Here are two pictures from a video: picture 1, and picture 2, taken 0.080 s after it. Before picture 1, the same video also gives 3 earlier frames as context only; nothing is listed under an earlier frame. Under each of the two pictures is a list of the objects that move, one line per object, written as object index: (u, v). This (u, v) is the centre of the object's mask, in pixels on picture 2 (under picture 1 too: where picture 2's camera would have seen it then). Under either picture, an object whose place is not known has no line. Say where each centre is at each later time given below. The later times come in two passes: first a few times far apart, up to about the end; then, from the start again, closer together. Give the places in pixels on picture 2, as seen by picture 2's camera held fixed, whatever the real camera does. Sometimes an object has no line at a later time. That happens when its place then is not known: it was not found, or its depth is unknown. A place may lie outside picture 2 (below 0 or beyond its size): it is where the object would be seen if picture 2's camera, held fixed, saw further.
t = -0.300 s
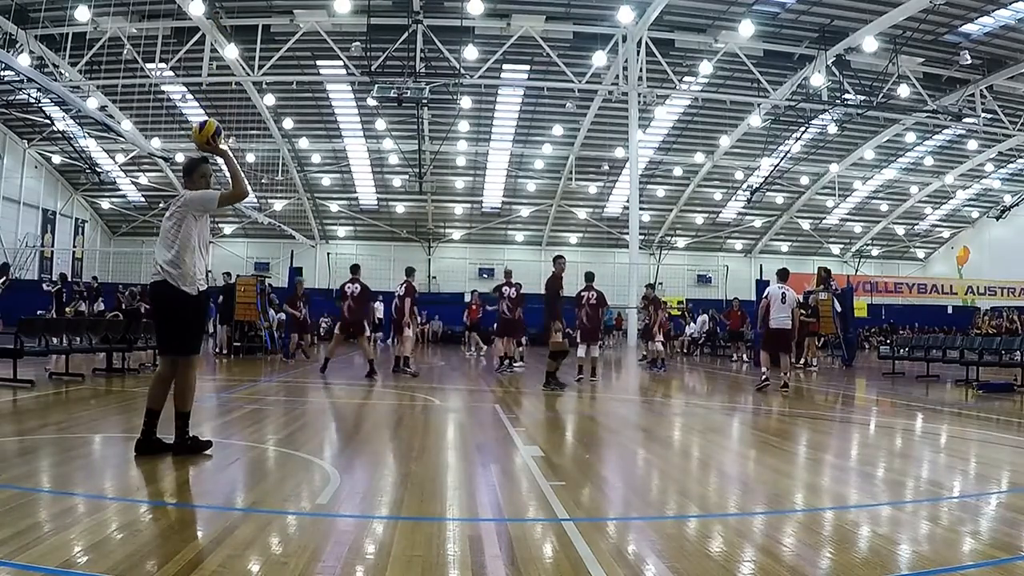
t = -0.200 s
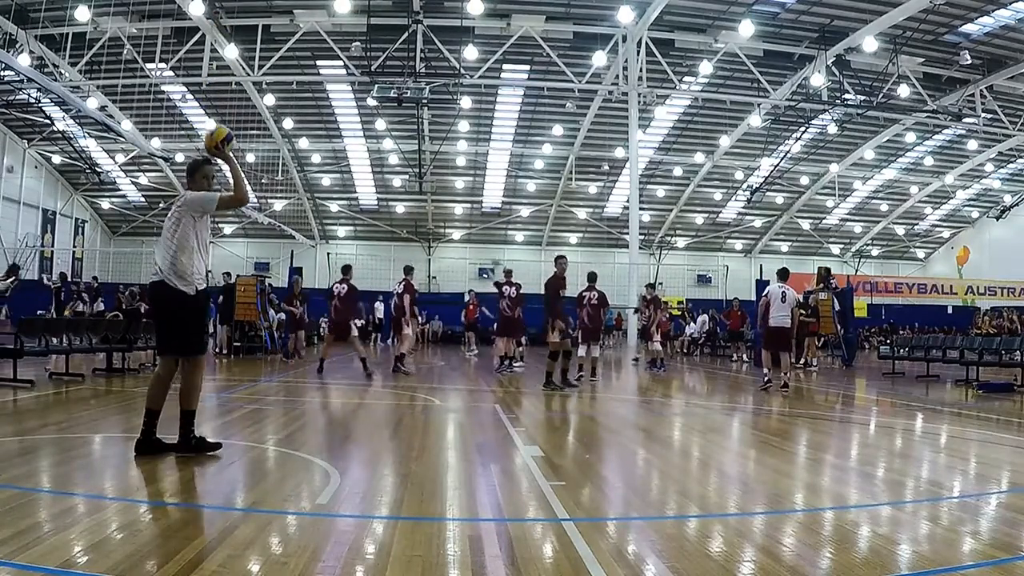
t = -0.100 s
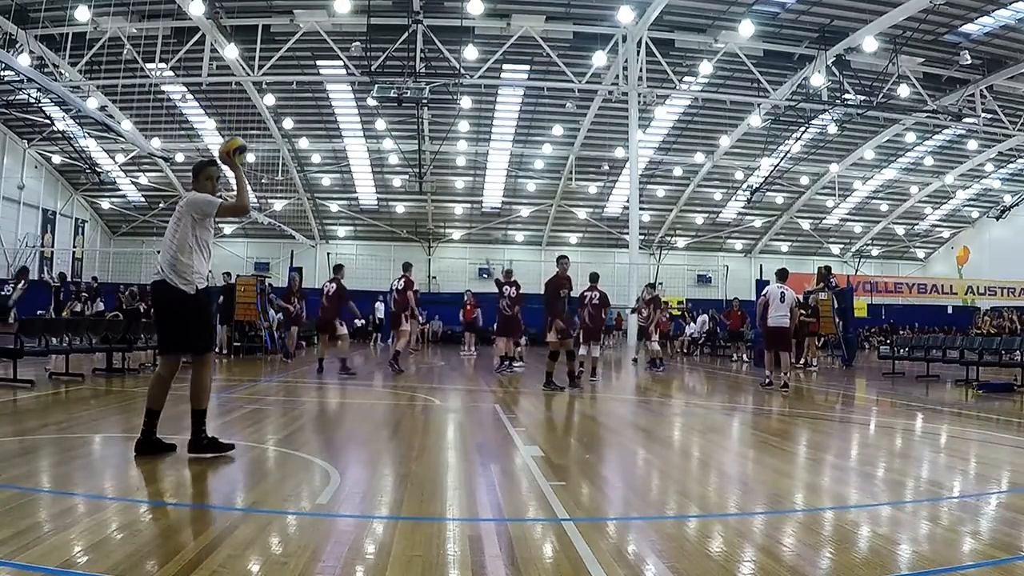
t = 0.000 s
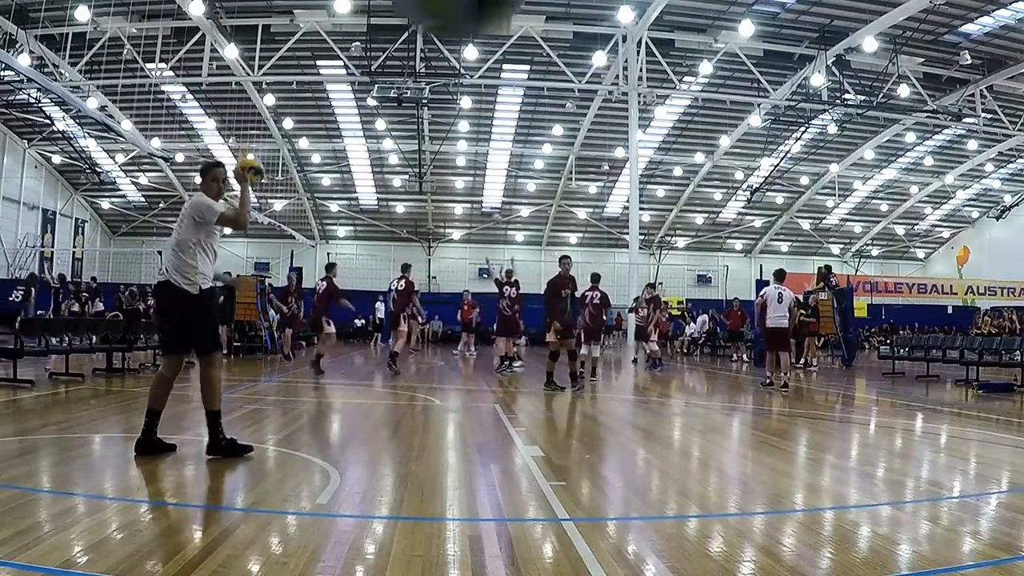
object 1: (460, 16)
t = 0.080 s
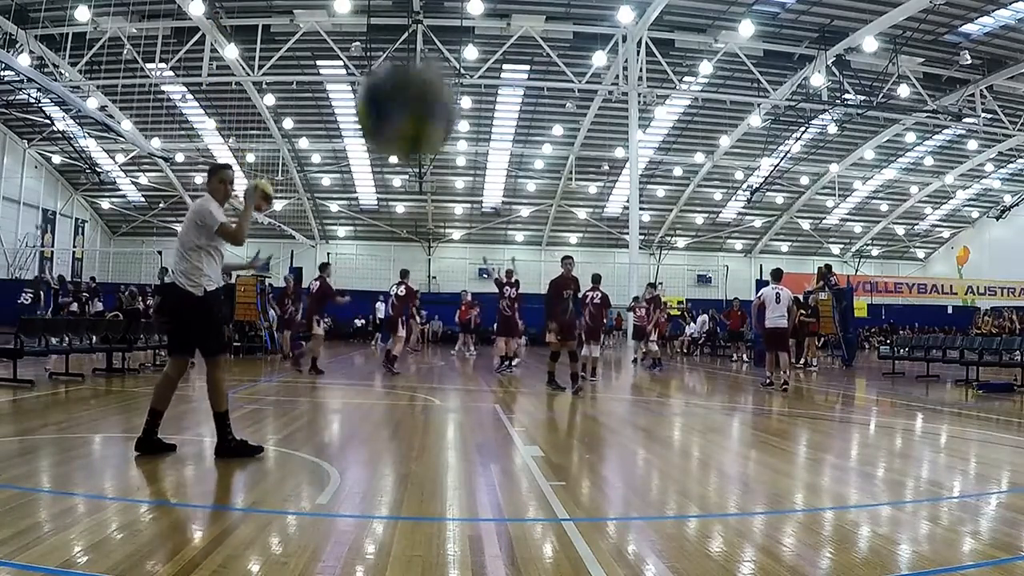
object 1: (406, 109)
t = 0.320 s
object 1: (347, 367)
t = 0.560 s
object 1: (330, 411)
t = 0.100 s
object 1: (399, 140)
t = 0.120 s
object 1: (391, 166)
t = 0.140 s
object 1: (384, 193)
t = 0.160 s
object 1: (377, 215)
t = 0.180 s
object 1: (373, 237)
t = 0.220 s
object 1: (364, 277)
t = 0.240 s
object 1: (359, 300)
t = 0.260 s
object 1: (358, 315)
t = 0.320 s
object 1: (347, 367)
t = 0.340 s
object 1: (342, 385)
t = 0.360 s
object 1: (341, 398)
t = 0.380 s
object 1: (339, 415)
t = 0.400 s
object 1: (336, 430)
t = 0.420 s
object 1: (335, 445)
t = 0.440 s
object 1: (333, 460)
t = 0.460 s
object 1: (331, 476)
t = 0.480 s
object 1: (330, 473)
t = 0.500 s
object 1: (330, 455)
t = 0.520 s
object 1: (330, 440)
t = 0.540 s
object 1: (330, 426)
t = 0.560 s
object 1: (330, 411)
